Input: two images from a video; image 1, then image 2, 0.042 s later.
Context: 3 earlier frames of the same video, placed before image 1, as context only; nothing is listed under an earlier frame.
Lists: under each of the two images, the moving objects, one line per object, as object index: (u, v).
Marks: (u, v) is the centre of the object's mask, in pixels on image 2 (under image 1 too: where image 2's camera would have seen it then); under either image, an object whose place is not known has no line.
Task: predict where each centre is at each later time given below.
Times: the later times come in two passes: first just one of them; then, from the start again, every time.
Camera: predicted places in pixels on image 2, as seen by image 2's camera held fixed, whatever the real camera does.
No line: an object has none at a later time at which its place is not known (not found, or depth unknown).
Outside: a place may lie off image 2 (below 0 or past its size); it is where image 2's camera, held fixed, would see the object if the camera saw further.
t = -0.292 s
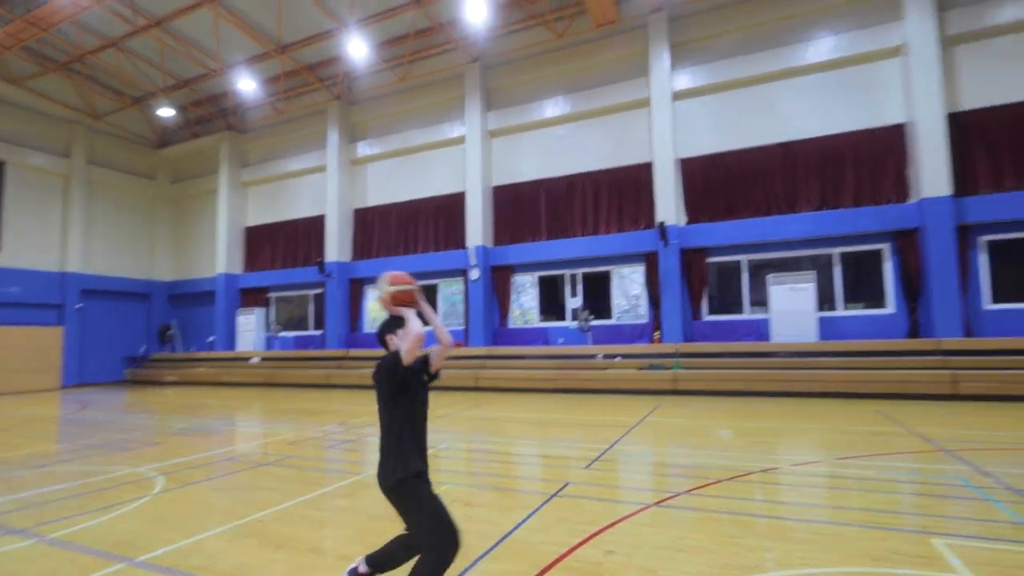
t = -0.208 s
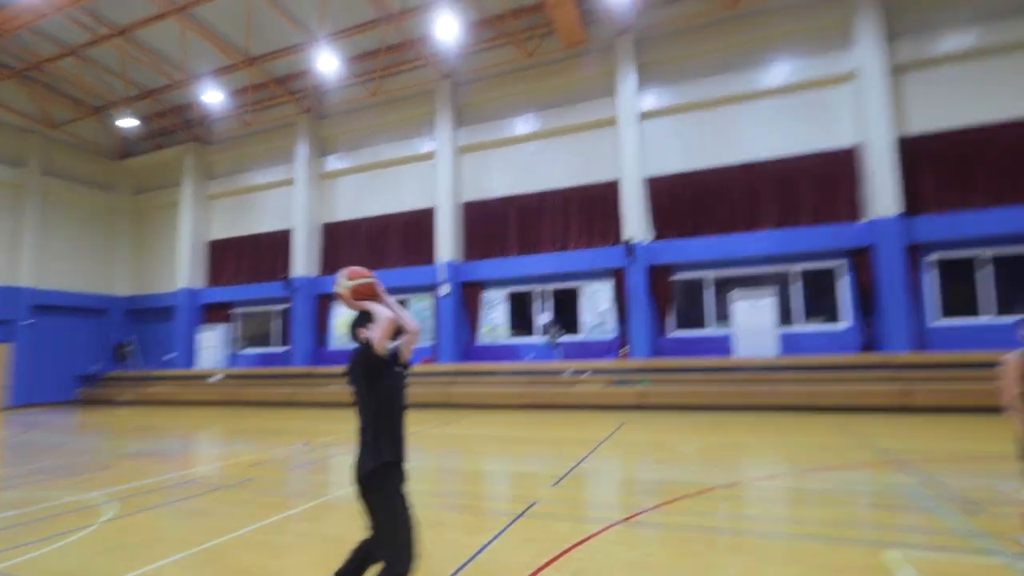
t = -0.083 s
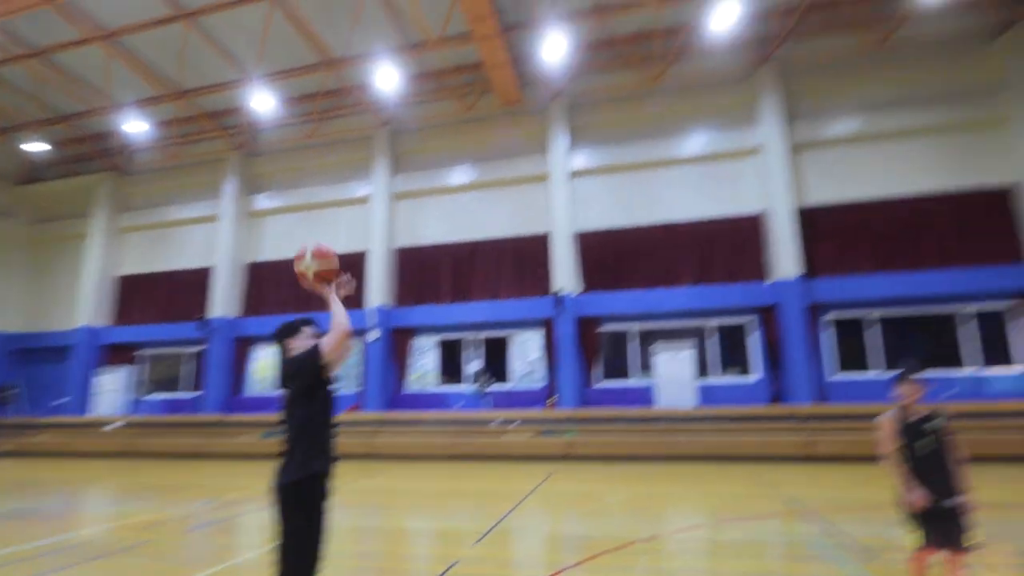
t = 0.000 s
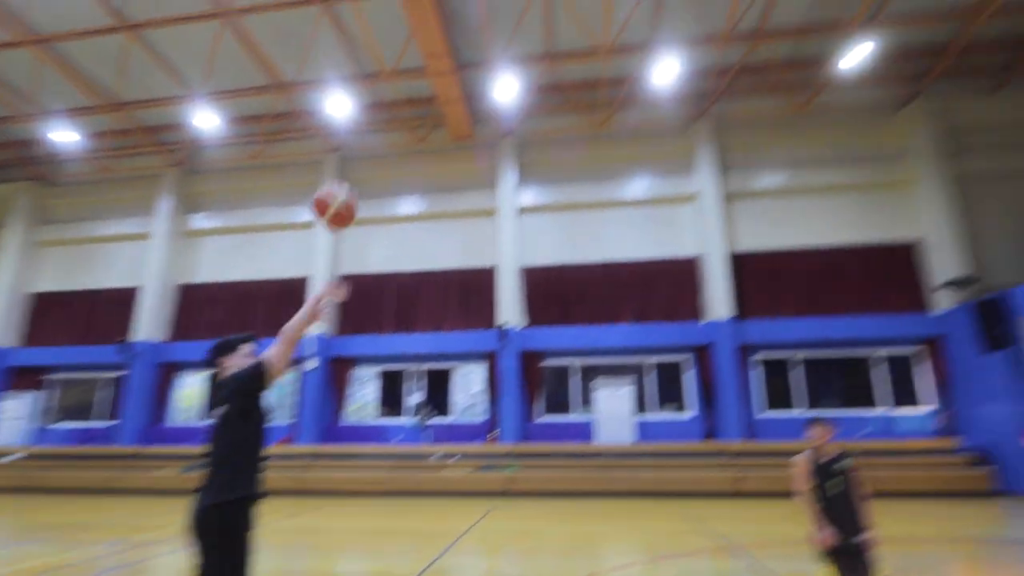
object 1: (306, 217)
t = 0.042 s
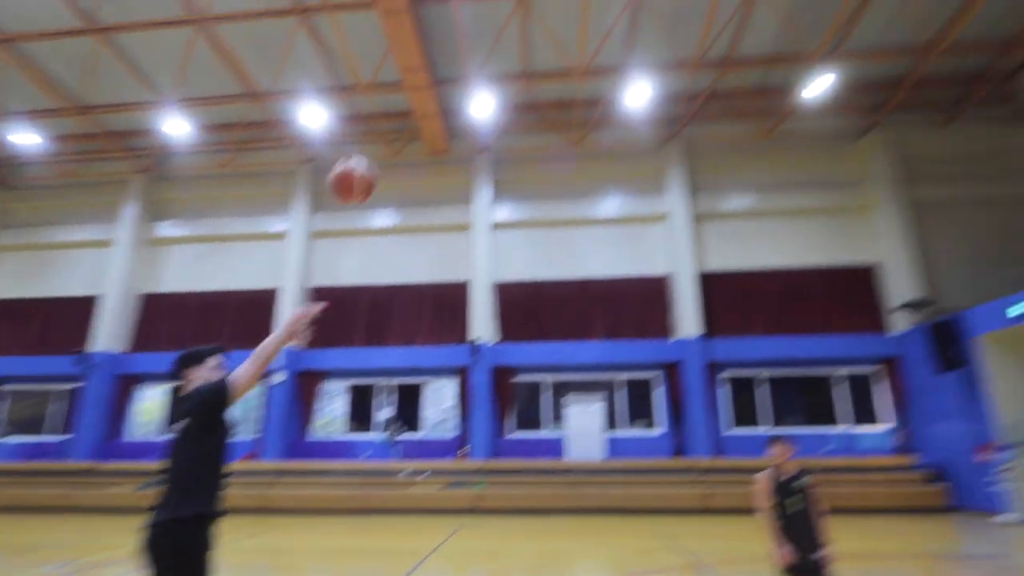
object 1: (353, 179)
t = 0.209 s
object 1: (525, 58)
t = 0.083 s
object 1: (397, 144)
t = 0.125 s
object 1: (437, 115)
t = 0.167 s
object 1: (483, 81)
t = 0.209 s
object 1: (525, 58)
